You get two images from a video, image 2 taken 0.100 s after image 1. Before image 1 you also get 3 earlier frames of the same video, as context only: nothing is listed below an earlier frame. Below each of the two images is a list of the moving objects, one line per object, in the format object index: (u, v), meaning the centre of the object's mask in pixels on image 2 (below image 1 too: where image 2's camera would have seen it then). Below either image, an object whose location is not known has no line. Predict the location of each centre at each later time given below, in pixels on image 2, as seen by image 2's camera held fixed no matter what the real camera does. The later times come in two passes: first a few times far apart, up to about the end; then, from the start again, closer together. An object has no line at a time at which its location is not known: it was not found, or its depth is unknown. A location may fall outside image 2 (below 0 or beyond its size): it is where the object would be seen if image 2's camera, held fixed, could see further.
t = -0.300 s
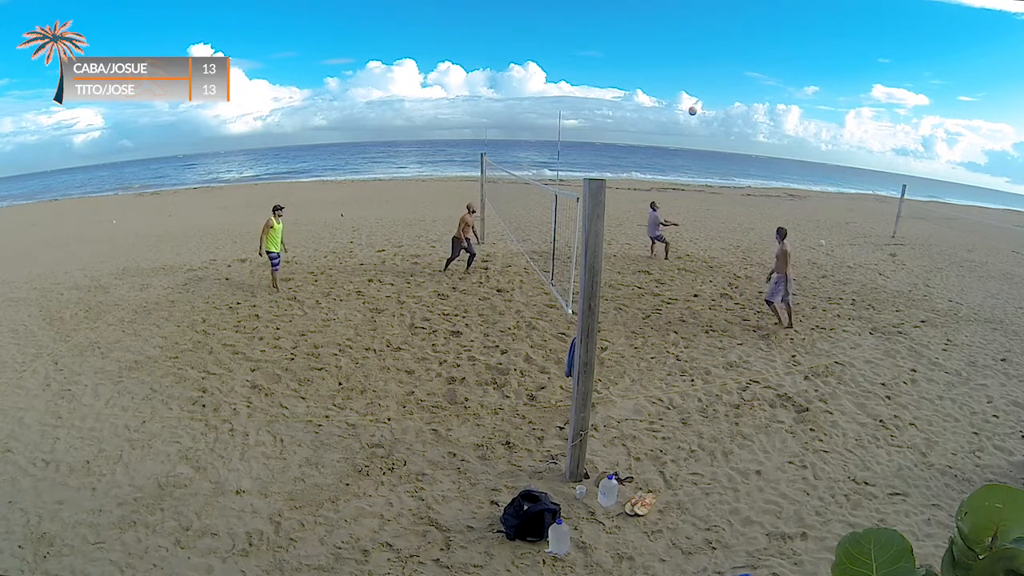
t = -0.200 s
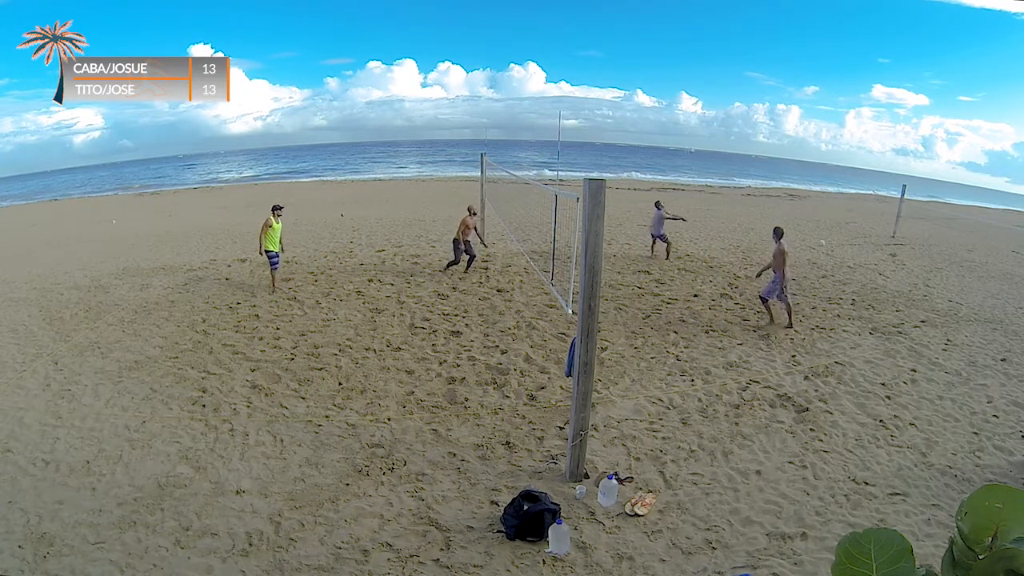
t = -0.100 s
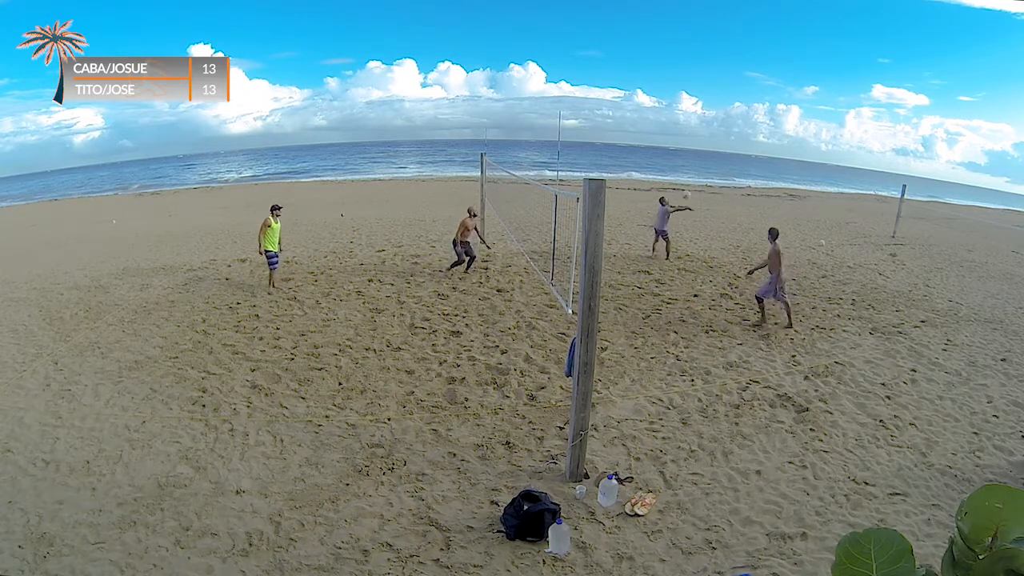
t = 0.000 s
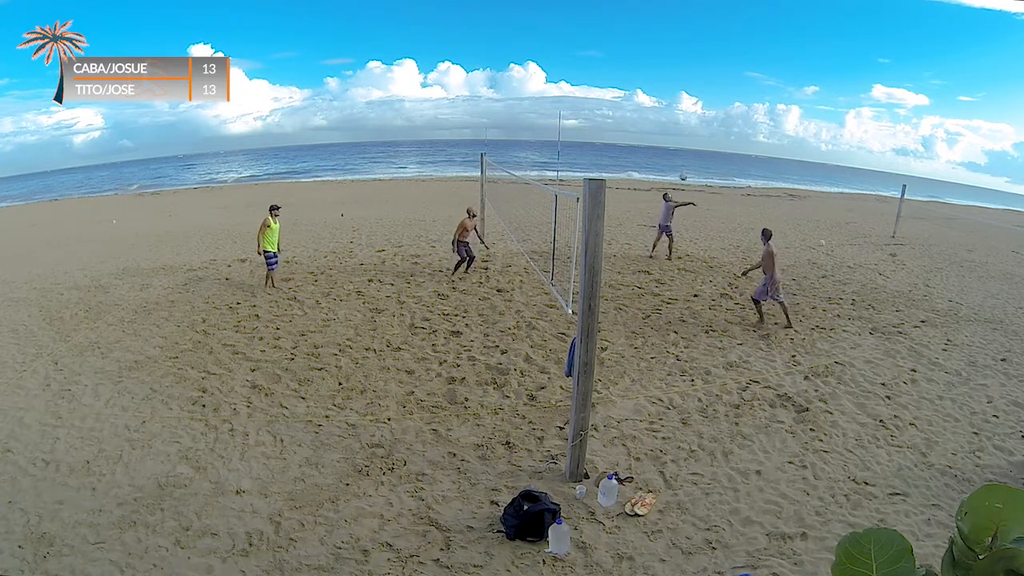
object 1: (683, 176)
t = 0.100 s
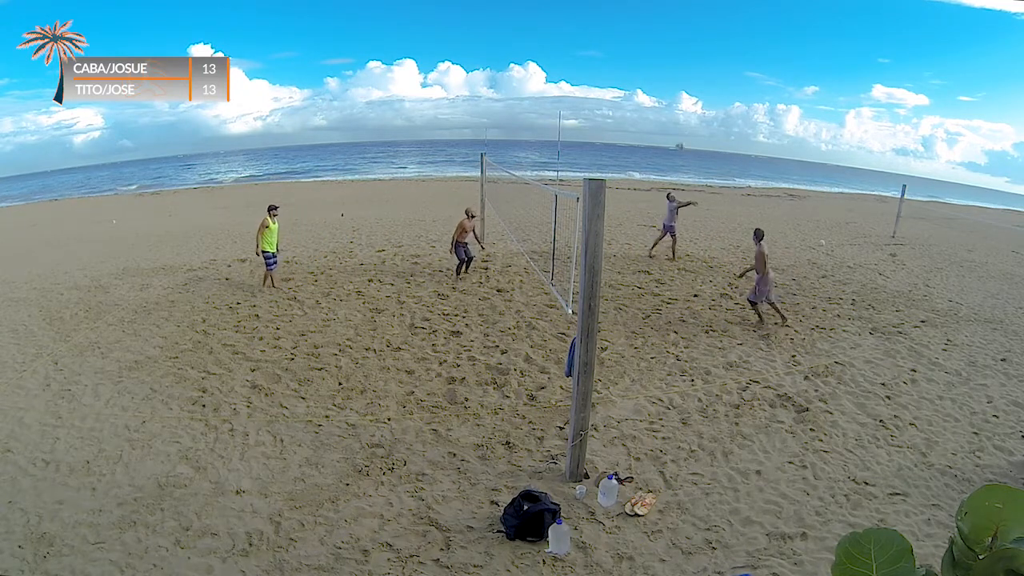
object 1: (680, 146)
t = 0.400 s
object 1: (667, 76)
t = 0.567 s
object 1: (658, 52)
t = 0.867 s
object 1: (639, 37)
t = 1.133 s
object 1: (621, 59)
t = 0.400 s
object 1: (667, 76)
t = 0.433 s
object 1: (665, 70)
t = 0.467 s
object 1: (663, 65)
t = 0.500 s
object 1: (662, 60)
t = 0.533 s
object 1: (660, 56)
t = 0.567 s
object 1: (658, 52)
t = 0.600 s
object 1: (656, 49)
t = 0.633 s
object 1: (654, 45)
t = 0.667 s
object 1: (652, 43)
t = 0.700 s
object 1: (650, 41)
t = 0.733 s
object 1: (648, 39)
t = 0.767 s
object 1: (646, 38)
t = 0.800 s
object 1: (644, 37)
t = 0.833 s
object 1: (641, 37)
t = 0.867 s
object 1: (639, 37)
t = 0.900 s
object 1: (637, 38)
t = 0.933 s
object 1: (635, 40)
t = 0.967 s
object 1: (633, 41)
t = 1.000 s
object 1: (631, 44)
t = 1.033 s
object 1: (628, 47)
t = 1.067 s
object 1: (626, 50)
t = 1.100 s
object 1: (623, 55)
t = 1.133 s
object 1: (621, 59)
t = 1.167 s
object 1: (619, 64)
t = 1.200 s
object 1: (616, 70)
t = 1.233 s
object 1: (614, 76)
